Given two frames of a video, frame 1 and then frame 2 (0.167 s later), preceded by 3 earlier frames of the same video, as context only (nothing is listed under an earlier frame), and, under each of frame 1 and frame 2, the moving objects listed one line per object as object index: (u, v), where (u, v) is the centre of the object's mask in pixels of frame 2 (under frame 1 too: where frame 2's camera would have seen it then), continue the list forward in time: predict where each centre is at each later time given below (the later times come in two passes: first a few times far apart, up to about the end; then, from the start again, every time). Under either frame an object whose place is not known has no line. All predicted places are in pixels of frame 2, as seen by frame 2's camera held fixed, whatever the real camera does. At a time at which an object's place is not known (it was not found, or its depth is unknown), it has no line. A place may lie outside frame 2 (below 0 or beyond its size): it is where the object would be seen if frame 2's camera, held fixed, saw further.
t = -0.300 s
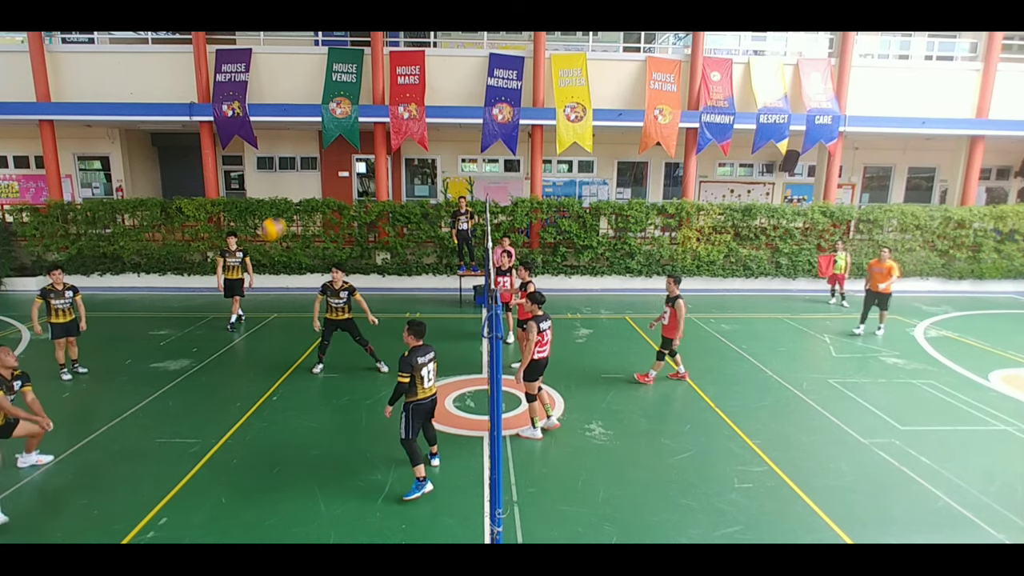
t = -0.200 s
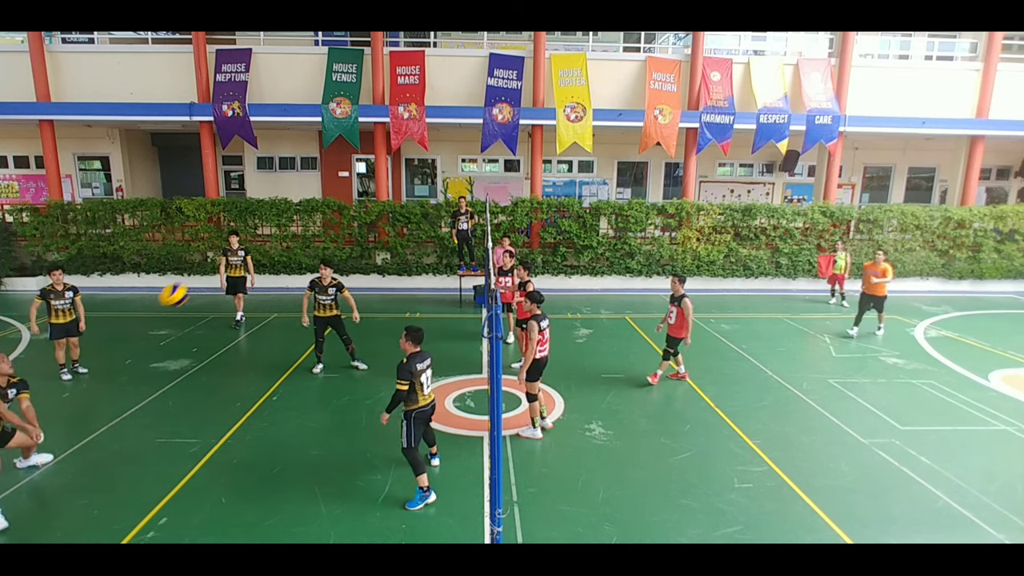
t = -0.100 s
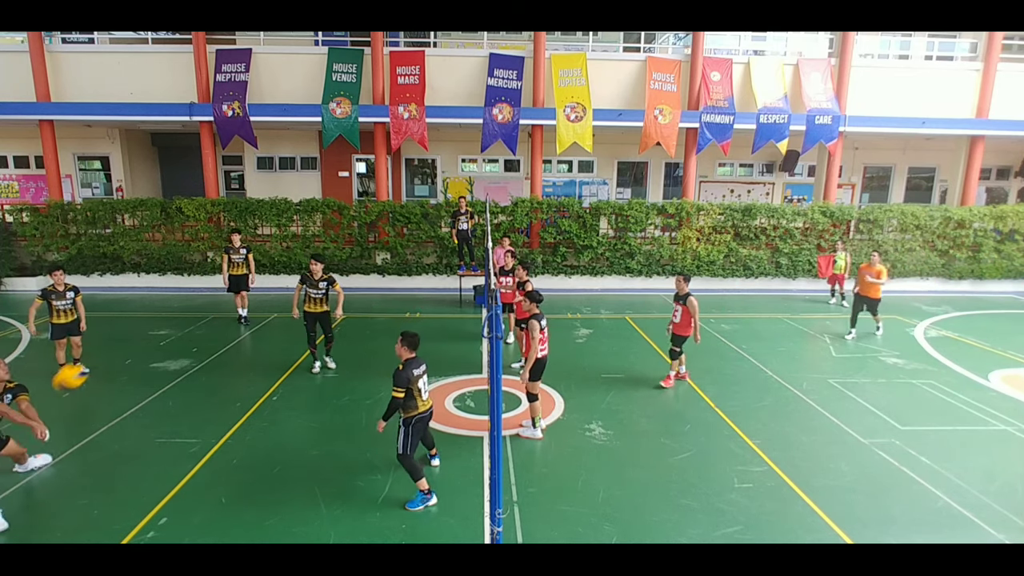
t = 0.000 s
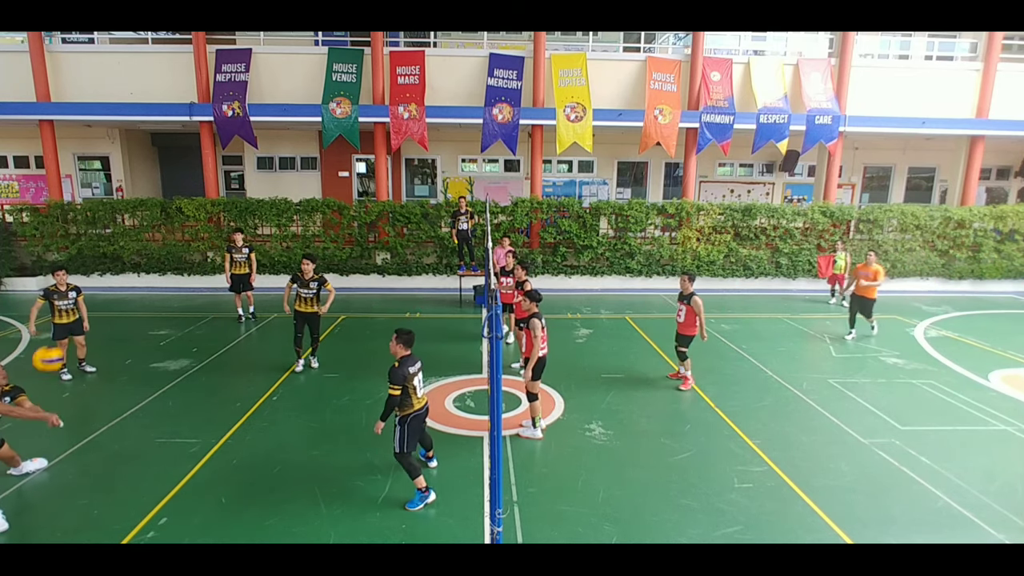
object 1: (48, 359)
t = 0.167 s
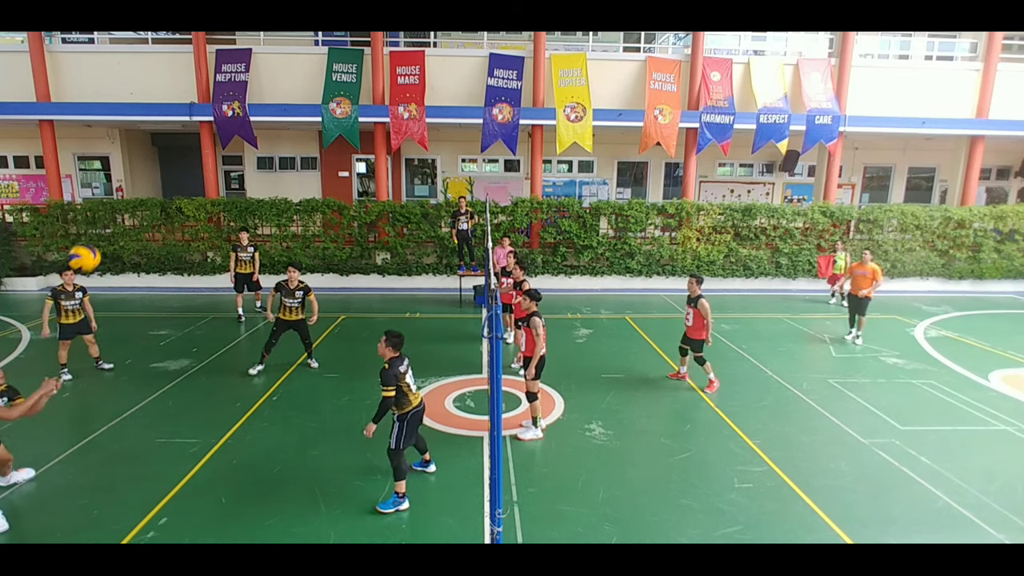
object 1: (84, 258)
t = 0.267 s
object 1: (110, 209)
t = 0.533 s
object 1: (189, 135)
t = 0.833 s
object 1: (293, 160)
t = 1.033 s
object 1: (364, 242)
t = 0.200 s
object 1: (92, 241)
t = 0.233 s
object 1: (101, 224)
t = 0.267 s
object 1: (110, 209)
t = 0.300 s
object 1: (119, 195)
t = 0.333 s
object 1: (129, 182)
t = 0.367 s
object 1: (138, 170)
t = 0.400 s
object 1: (148, 161)
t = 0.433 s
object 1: (157, 152)
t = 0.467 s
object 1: (168, 145)
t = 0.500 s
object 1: (178, 139)
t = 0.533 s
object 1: (189, 135)
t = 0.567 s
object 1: (201, 132)
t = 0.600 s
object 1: (212, 130)
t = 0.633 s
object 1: (224, 129)
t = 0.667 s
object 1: (234, 130)
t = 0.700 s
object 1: (245, 133)
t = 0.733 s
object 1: (257, 138)
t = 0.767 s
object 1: (269, 144)
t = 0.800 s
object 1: (281, 152)
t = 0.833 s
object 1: (293, 160)
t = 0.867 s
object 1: (305, 170)
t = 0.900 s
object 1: (317, 182)
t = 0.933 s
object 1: (330, 195)
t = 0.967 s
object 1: (341, 209)
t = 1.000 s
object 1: (352, 224)
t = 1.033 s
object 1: (364, 242)
